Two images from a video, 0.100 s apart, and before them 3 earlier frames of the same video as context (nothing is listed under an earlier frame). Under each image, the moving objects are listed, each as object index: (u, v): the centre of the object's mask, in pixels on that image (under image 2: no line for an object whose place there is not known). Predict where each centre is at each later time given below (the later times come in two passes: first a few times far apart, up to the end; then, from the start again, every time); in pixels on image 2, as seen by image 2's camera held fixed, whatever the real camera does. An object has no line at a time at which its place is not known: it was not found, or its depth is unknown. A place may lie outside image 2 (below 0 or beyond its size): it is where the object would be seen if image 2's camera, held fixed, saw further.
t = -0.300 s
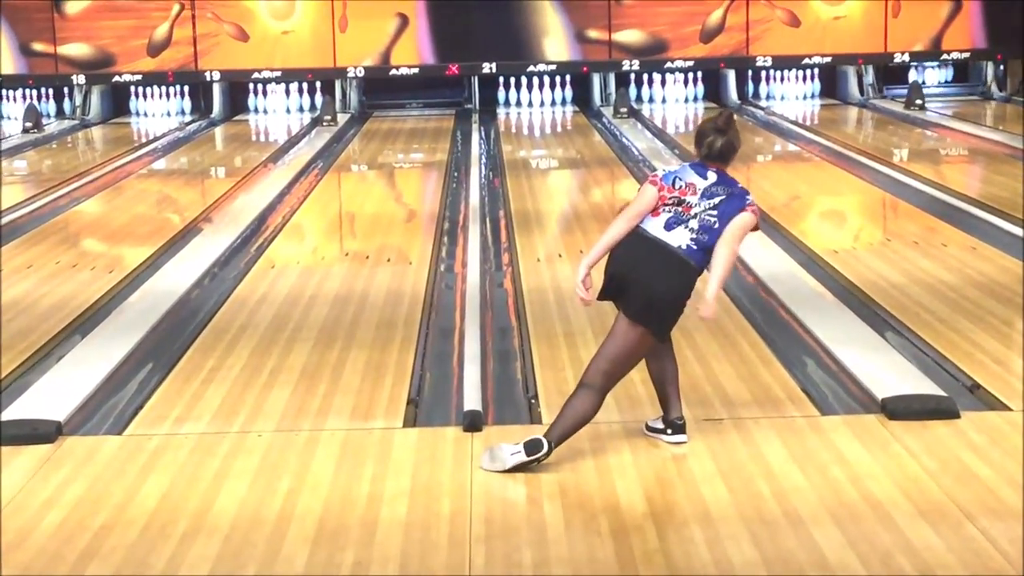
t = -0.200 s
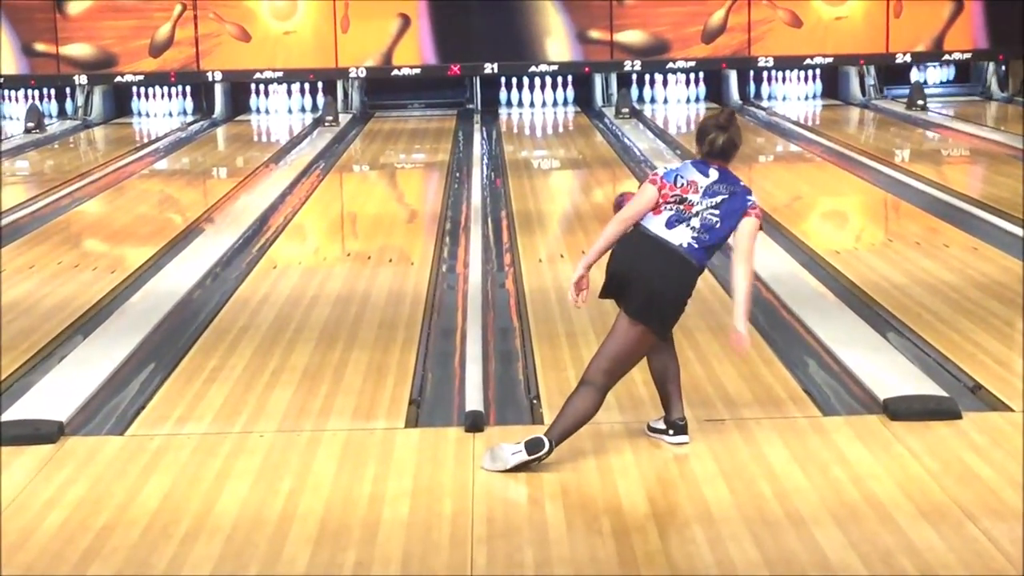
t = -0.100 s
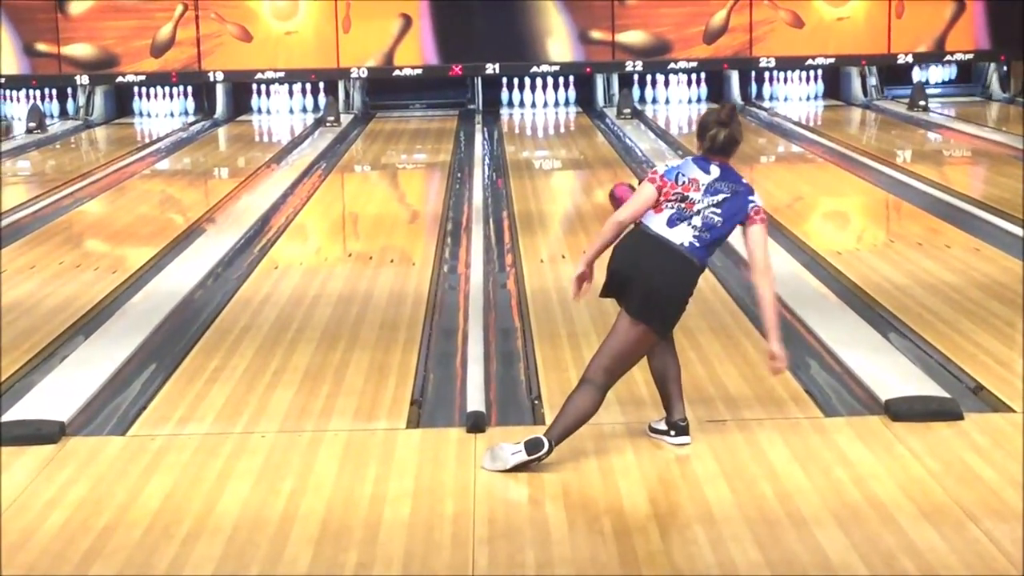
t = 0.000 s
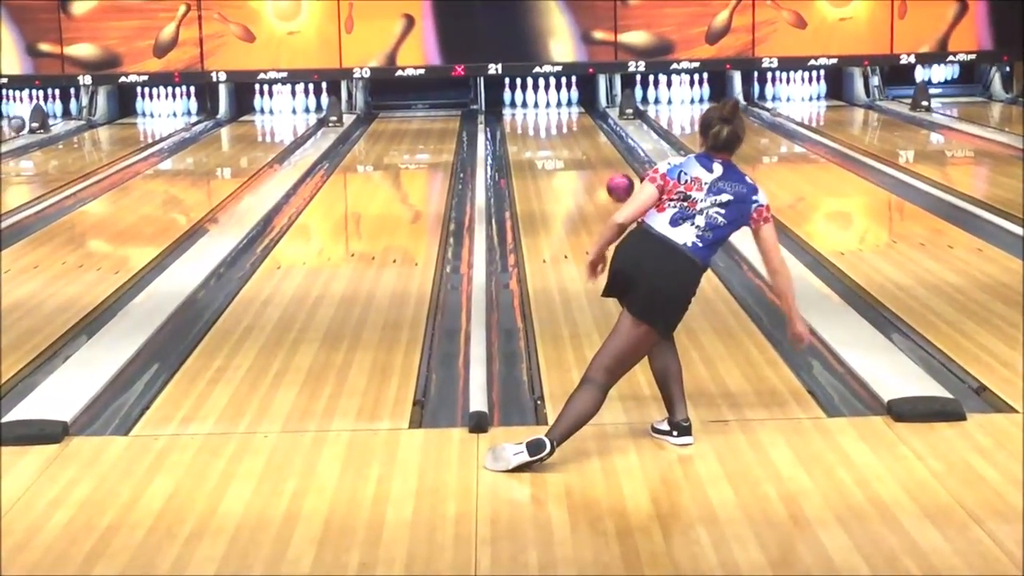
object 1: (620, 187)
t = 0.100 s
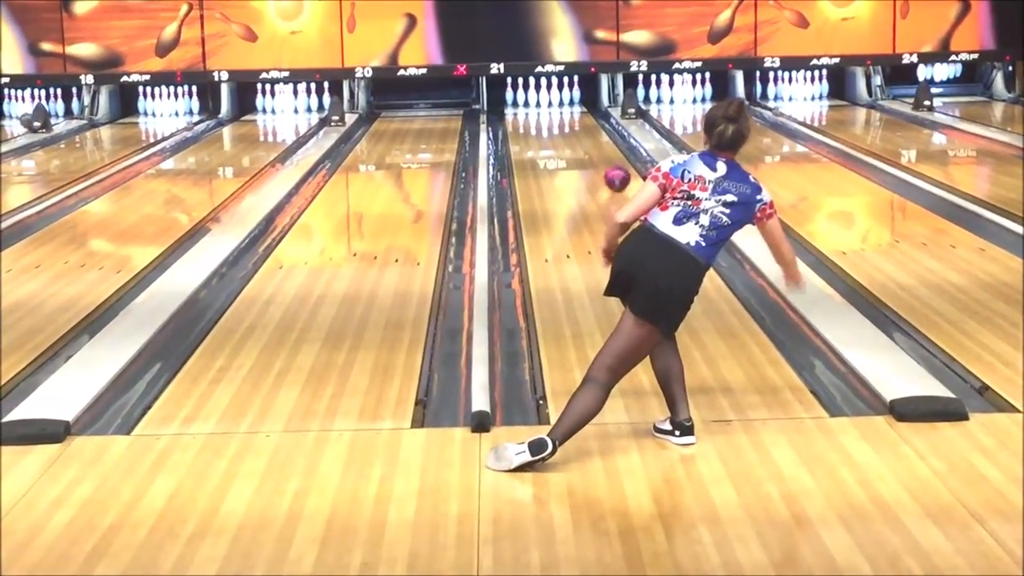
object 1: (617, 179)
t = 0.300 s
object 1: (608, 163)
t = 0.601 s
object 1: (596, 144)
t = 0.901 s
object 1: (586, 129)
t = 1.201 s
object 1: (576, 117)
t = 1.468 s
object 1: (568, 109)
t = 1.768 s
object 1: (558, 101)
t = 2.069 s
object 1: (557, 96)
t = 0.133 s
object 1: (615, 176)
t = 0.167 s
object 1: (614, 173)
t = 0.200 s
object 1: (612, 170)
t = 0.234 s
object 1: (611, 168)
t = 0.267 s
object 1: (609, 165)
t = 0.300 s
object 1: (608, 163)
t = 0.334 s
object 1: (606, 160)
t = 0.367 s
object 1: (605, 158)
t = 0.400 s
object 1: (603, 156)
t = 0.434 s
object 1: (602, 154)
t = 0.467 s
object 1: (601, 152)
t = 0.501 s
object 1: (599, 150)
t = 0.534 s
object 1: (598, 148)
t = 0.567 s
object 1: (597, 146)
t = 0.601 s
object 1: (596, 144)
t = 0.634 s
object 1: (594, 143)
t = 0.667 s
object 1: (593, 141)
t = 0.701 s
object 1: (592, 139)
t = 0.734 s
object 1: (591, 137)
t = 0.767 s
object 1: (590, 135)
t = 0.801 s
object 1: (589, 134)
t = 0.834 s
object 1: (588, 132)
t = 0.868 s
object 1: (586, 131)
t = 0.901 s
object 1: (586, 129)
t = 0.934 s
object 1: (585, 128)
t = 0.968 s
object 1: (583, 126)
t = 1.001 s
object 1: (582, 124)
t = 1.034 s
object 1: (581, 123)
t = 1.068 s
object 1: (580, 122)
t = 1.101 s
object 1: (579, 121)
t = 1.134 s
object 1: (578, 120)
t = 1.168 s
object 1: (577, 119)
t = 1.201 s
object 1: (576, 117)
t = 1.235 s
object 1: (575, 116)
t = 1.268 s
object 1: (574, 115)
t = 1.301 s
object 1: (573, 114)
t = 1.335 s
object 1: (572, 113)
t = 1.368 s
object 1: (571, 112)
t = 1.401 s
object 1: (570, 111)
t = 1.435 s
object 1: (569, 110)
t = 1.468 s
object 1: (568, 109)
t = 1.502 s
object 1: (567, 108)
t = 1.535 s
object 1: (566, 107)
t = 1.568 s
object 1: (565, 106)
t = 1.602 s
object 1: (564, 105)
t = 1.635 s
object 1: (563, 104)
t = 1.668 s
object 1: (561, 104)
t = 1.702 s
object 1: (561, 103)
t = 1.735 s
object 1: (559, 102)
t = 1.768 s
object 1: (558, 101)
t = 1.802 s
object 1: (557, 100)
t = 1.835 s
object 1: (557, 100)
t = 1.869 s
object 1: (557, 99)
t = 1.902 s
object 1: (558, 99)
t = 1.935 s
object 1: (559, 98)
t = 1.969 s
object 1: (559, 98)
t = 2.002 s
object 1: (559, 97)
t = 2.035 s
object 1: (558, 96)
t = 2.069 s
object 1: (557, 96)
